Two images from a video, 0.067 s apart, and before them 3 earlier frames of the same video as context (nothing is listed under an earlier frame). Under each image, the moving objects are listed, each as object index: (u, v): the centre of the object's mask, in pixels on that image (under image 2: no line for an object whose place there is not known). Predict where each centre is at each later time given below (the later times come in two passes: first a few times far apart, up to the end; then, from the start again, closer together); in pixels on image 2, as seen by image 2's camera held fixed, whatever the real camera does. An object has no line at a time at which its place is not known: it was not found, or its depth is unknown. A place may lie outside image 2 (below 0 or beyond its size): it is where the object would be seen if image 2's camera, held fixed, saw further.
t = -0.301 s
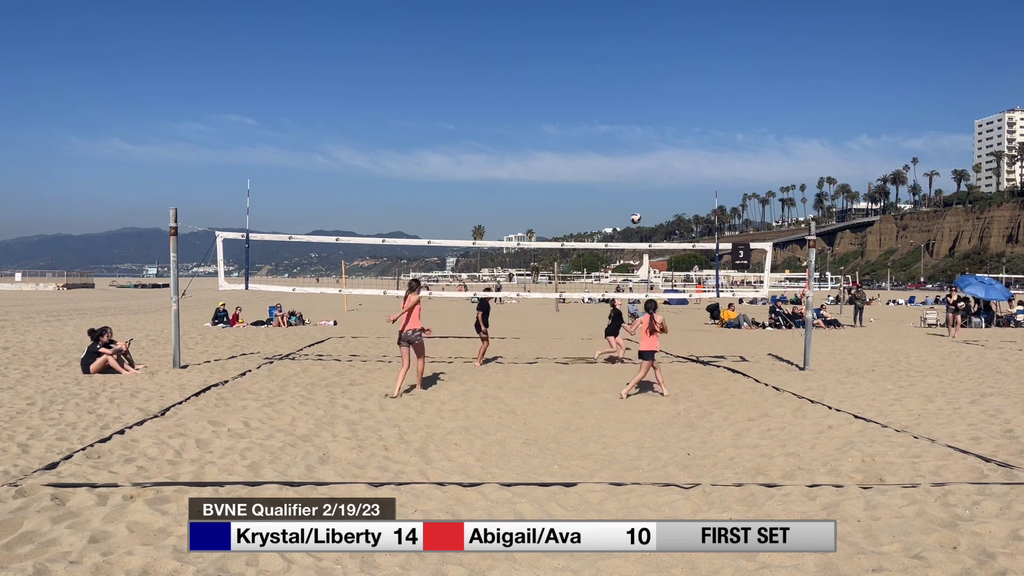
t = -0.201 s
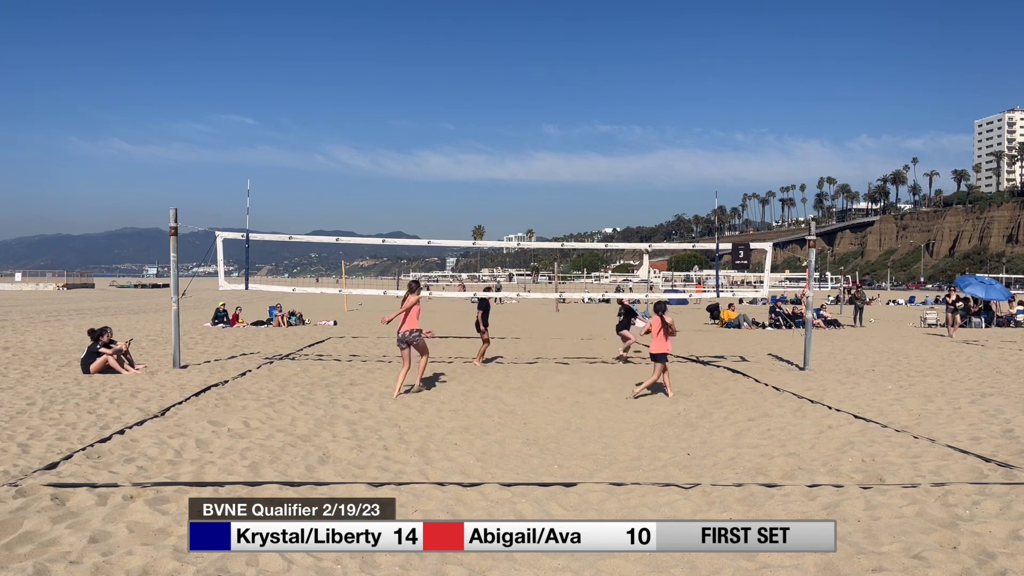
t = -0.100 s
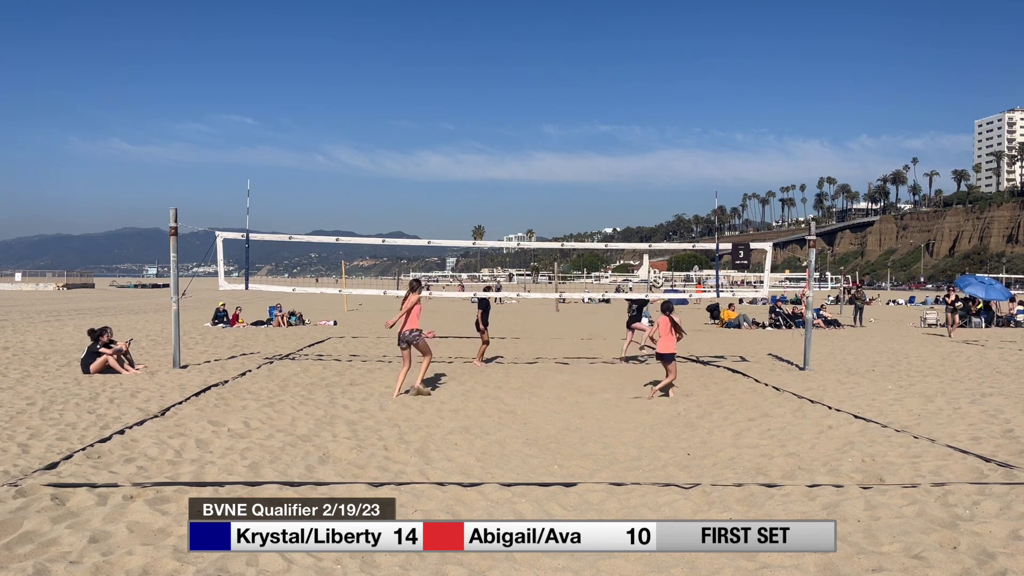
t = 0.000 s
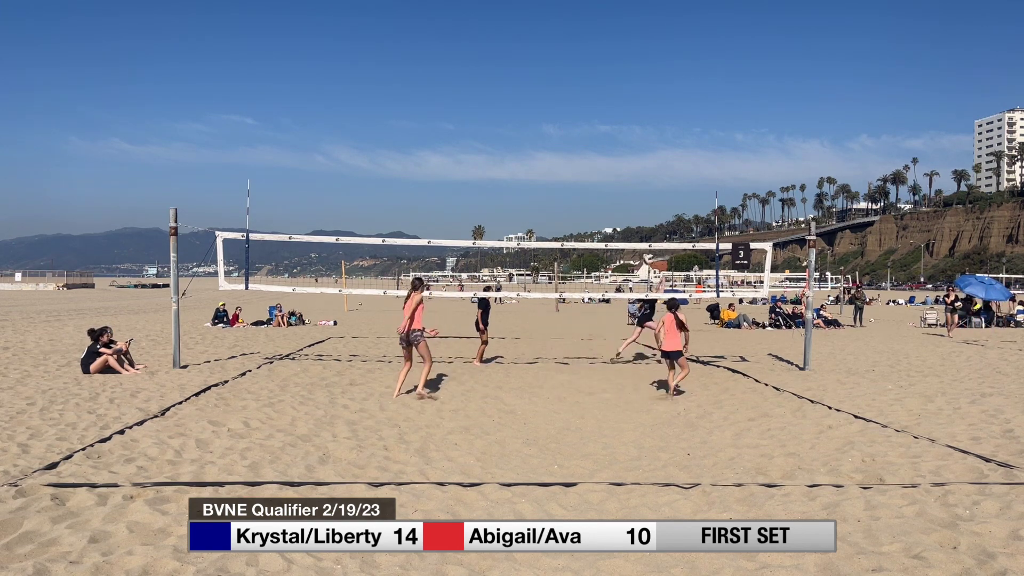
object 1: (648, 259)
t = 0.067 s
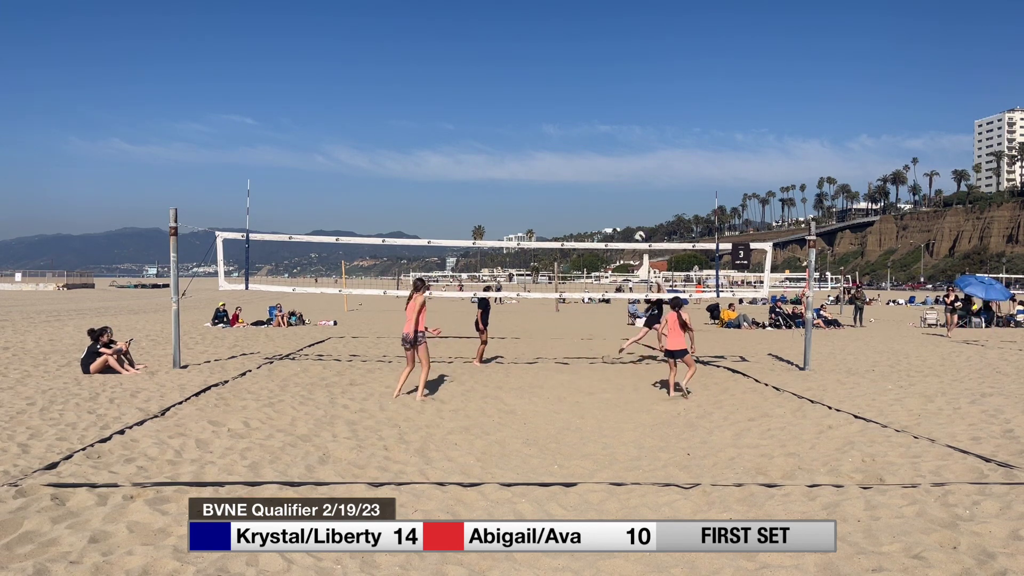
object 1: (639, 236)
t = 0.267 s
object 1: (608, 178)
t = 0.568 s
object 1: (553, 125)
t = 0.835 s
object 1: (493, 124)
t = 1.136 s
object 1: (416, 190)
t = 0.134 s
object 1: (629, 215)
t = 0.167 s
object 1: (624, 205)
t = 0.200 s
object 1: (619, 195)
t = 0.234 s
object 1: (613, 187)
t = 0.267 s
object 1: (608, 178)
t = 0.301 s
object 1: (602, 170)
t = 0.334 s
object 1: (597, 162)
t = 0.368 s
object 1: (591, 155)
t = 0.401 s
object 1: (585, 149)
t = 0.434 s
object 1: (579, 143)
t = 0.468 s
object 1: (573, 138)
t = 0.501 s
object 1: (566, 133)
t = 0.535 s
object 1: (560, 129)
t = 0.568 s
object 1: (553, 125)
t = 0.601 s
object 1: (546, 123)
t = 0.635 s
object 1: (539, 120)
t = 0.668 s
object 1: (531, 119)
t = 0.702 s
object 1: (524, 119)
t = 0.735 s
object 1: (517, 119)
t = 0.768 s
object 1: (509, 119)
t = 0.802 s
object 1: (501, 121)
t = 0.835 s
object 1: (493, 124)
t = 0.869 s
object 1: (485, 127)
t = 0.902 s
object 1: (477, 131)
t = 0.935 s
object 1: (469, 137)
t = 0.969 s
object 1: (461, 143)
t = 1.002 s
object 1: (452, 150)
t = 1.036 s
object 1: (443, 158)
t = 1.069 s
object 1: (434, 168)
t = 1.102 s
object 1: (425, 178)
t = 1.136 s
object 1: (416, 190)
